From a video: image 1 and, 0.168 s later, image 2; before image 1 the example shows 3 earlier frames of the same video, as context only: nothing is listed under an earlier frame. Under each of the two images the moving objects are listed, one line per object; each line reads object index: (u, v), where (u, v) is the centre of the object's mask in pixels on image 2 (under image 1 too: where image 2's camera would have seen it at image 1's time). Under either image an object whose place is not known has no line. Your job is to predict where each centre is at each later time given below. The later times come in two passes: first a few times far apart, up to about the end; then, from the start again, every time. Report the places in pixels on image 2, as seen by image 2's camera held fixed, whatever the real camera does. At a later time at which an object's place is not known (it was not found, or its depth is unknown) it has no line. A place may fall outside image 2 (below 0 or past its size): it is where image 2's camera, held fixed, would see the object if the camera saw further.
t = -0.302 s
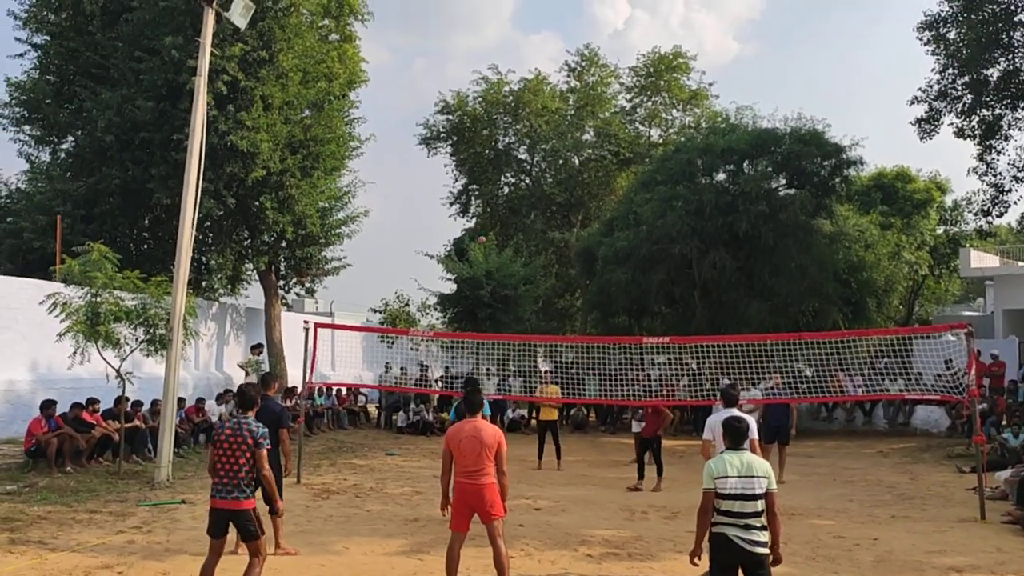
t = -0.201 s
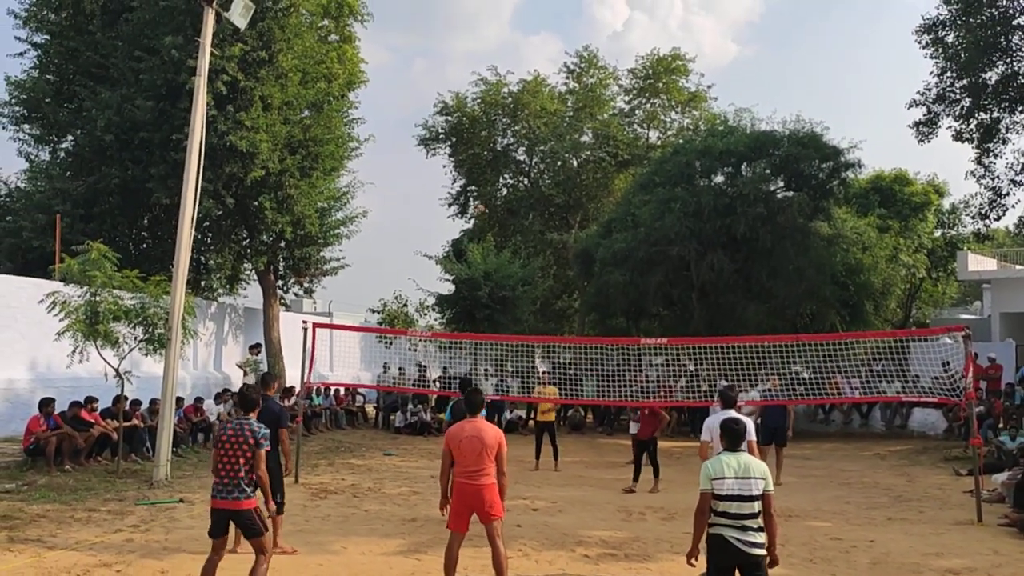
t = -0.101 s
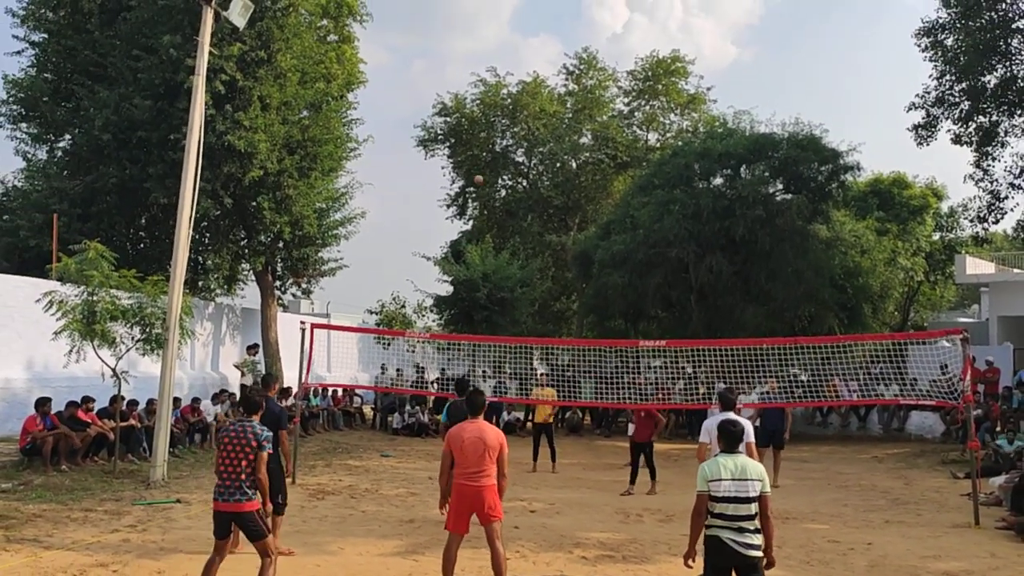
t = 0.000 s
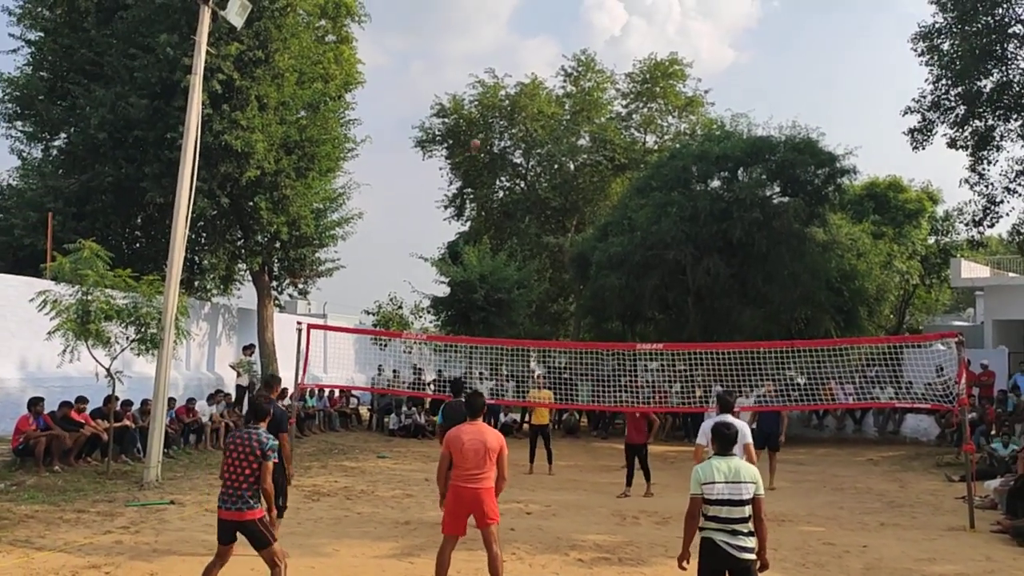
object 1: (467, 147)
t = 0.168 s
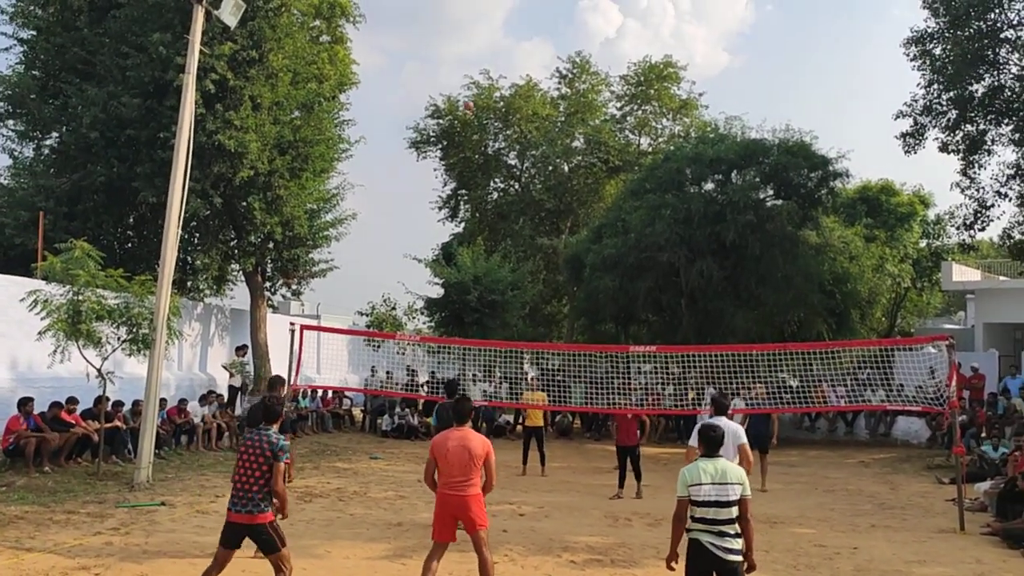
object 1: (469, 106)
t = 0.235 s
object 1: (467, 93)
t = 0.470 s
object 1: (463, 62)
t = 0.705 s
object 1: (456, 62)
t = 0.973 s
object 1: (443, 124)
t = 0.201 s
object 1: (468, 99)
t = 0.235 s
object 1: (467, 93)
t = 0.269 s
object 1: (466, 87)
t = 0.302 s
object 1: (466, 82)
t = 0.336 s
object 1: (466, 77)
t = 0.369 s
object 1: (465, 73)
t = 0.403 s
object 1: (464, 69)
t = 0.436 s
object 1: (464, 65)
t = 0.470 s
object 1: (463, 62)
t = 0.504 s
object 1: (462, 60)
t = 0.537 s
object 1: (461, 59)
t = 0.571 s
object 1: (460, 58)
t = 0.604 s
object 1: (459, 58)
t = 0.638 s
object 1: (458, 58)
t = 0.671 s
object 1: (457, 60)
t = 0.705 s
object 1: (456, 62)
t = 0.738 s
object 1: (454, 66)
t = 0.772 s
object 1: (453, 71)
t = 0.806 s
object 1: (451, 77)
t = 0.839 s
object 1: (450, 83)
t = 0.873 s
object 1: (449, 92)
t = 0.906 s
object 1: (446, 101)
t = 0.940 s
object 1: (446, 112)
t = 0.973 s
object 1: (443, 124)
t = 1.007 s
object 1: (441, 138)
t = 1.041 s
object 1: (437, 155)
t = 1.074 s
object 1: (434, 173)
